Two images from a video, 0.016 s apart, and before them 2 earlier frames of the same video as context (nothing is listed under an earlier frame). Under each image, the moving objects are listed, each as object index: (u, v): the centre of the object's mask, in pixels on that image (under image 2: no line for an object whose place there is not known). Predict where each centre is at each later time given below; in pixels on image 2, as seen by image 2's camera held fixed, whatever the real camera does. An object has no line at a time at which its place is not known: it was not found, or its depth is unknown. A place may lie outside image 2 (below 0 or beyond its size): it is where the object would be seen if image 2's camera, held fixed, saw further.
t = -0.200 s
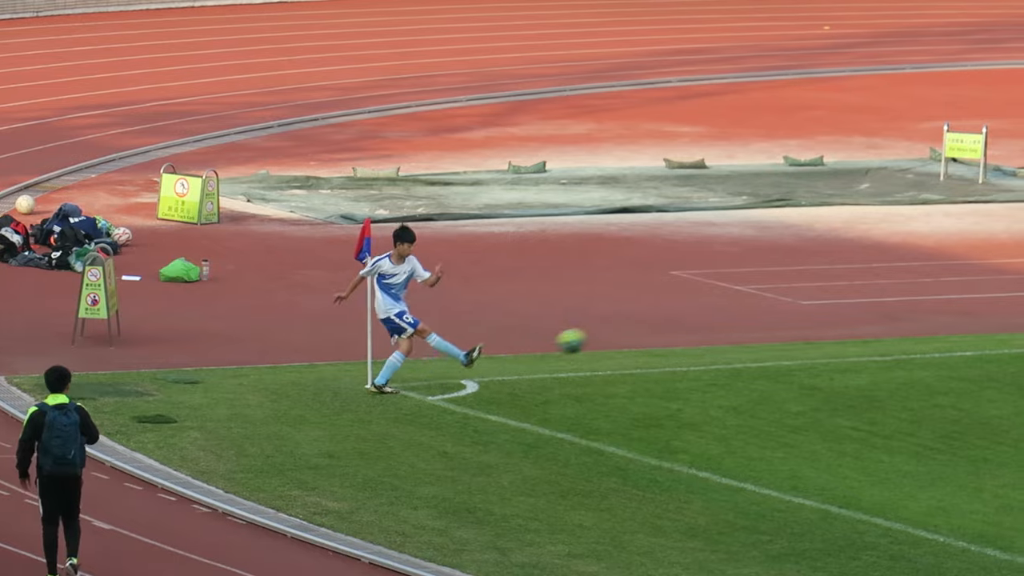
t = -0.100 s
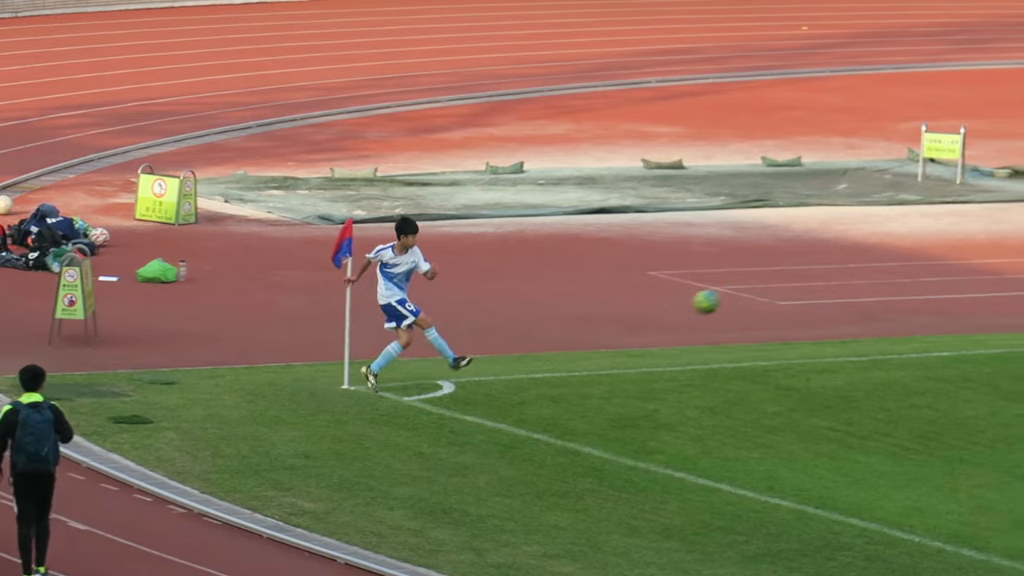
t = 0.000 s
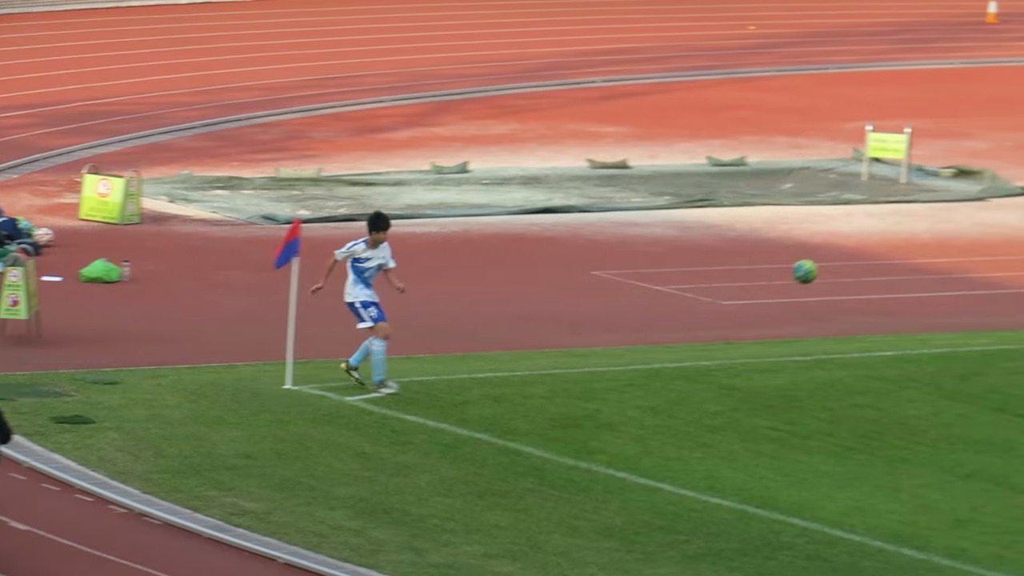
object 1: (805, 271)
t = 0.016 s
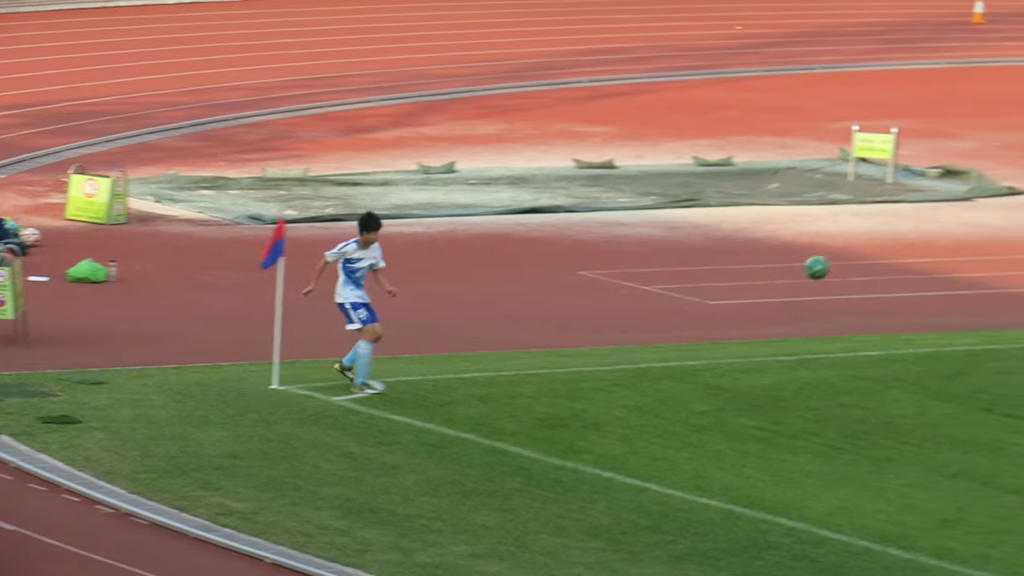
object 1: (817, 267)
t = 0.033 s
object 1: (841, 264)
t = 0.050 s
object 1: (866, 261)
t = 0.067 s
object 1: (891, 258)
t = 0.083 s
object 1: (915, 256)
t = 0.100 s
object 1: (939, 253)
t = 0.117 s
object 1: (963, 251)
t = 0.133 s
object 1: (987, 249)
